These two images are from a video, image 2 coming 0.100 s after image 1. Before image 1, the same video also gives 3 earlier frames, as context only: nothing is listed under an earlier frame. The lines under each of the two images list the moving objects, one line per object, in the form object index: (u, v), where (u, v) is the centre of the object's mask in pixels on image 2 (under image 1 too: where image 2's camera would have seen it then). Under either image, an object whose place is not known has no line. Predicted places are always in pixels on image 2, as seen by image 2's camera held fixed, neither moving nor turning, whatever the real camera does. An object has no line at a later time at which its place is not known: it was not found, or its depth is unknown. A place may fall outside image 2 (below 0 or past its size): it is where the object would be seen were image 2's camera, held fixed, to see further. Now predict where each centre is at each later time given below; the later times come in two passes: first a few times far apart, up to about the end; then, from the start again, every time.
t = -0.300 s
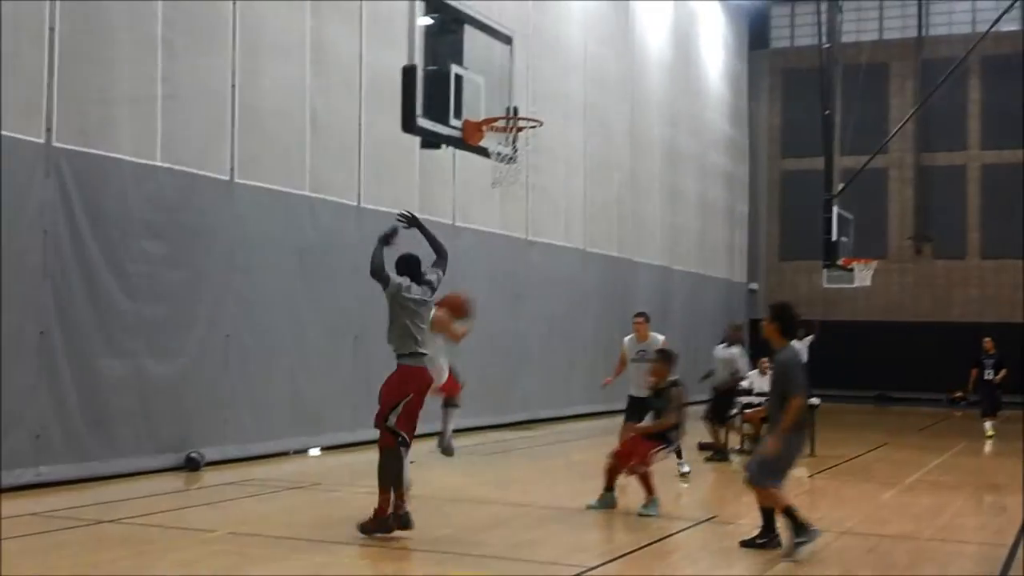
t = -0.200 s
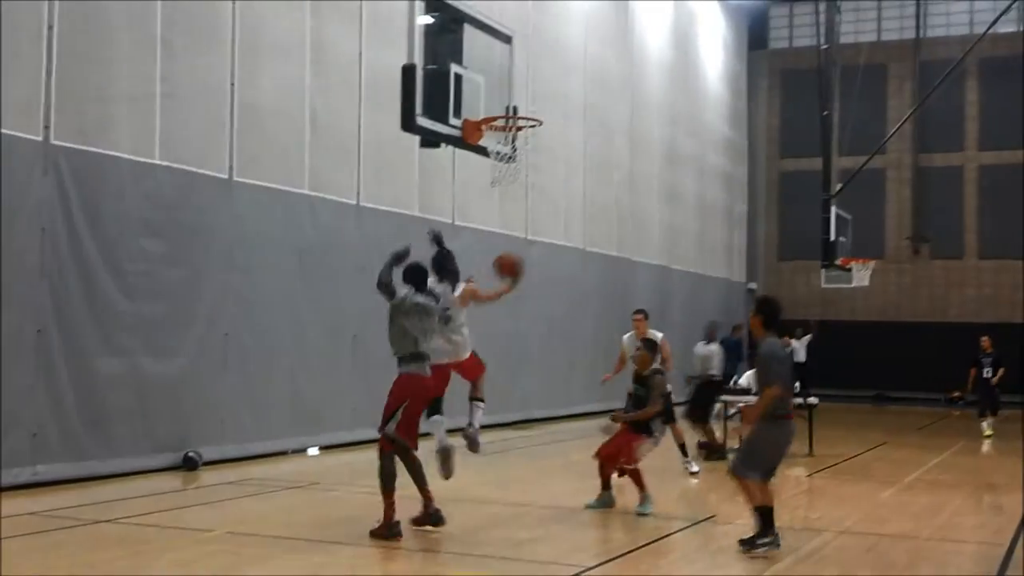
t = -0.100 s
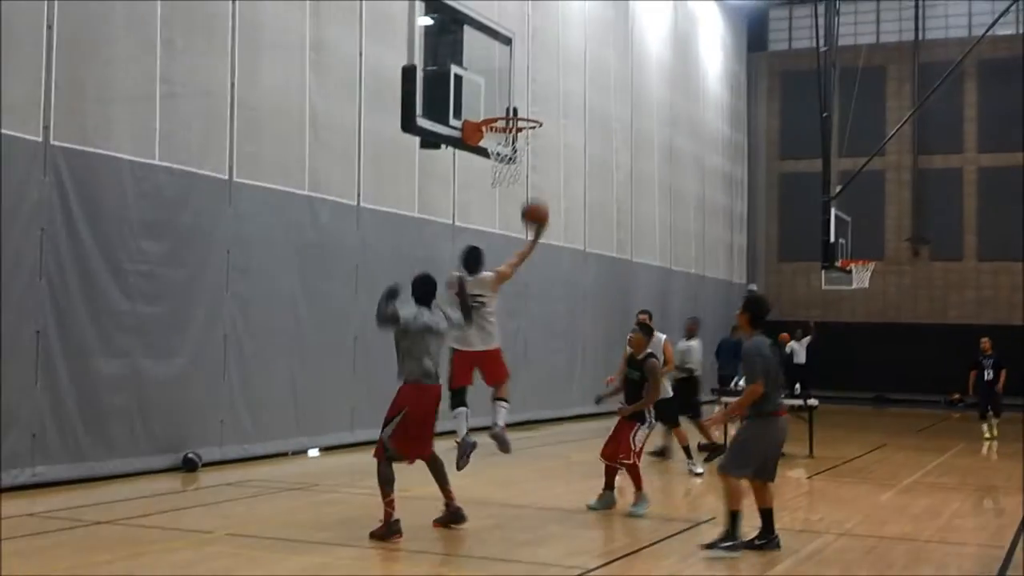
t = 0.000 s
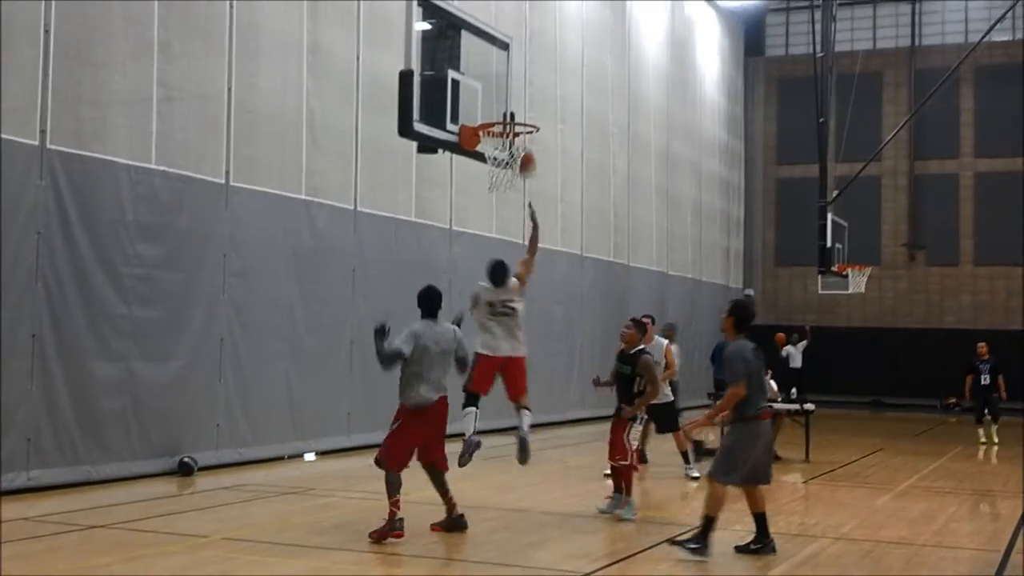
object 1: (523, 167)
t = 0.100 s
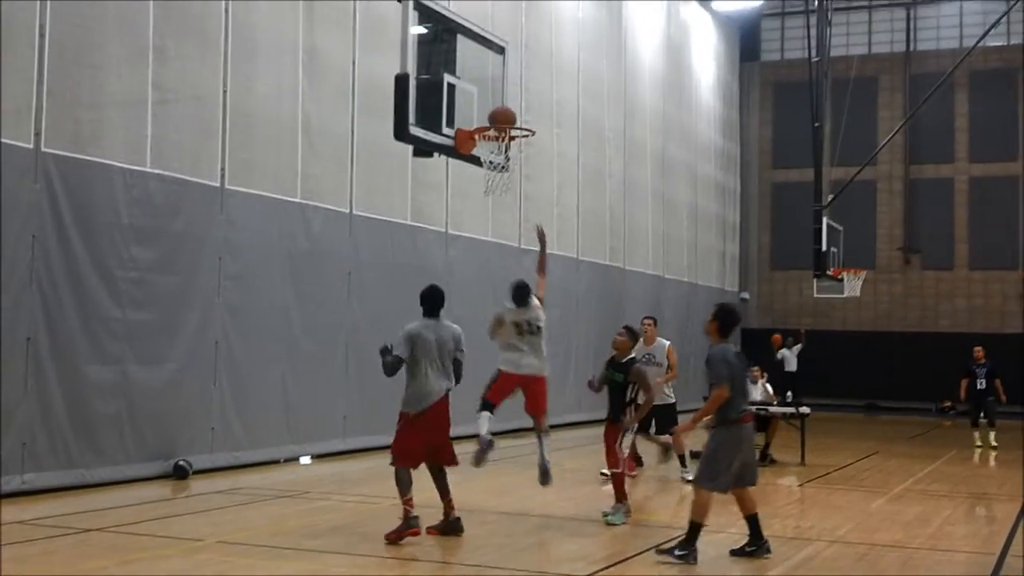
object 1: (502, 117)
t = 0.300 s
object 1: (511, 109)
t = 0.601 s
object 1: (506, 113)
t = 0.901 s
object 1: (492, 197)
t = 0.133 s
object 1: (503, 114)
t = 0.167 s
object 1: (505, 110)
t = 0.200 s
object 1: (507, 108)
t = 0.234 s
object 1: (508, 107)
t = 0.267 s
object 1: (510, 108)
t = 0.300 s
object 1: (511, 109)
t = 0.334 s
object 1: (512, 111)
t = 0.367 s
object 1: (514, 115)
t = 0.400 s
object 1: (514, 117)
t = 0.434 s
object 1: (513, 115)
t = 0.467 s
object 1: (511, 113)
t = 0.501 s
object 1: (510, 112)
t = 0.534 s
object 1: (509, 112)
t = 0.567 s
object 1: (508, 112)
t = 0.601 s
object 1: (506, 113)
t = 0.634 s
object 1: (504, 116)
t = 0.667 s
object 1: (503, 119)
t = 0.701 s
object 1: (502, 129)
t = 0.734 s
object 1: (500, 140)
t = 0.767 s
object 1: (498, 148)
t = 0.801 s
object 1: (500, 159)
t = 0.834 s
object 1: (495, 169)
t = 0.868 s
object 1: (493, 179)
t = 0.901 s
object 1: (492, 197)
